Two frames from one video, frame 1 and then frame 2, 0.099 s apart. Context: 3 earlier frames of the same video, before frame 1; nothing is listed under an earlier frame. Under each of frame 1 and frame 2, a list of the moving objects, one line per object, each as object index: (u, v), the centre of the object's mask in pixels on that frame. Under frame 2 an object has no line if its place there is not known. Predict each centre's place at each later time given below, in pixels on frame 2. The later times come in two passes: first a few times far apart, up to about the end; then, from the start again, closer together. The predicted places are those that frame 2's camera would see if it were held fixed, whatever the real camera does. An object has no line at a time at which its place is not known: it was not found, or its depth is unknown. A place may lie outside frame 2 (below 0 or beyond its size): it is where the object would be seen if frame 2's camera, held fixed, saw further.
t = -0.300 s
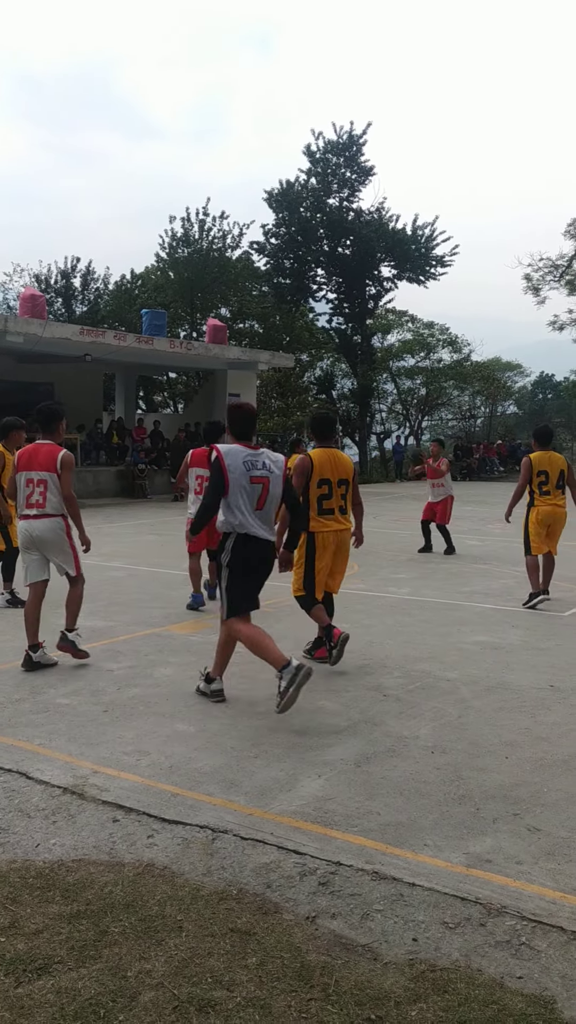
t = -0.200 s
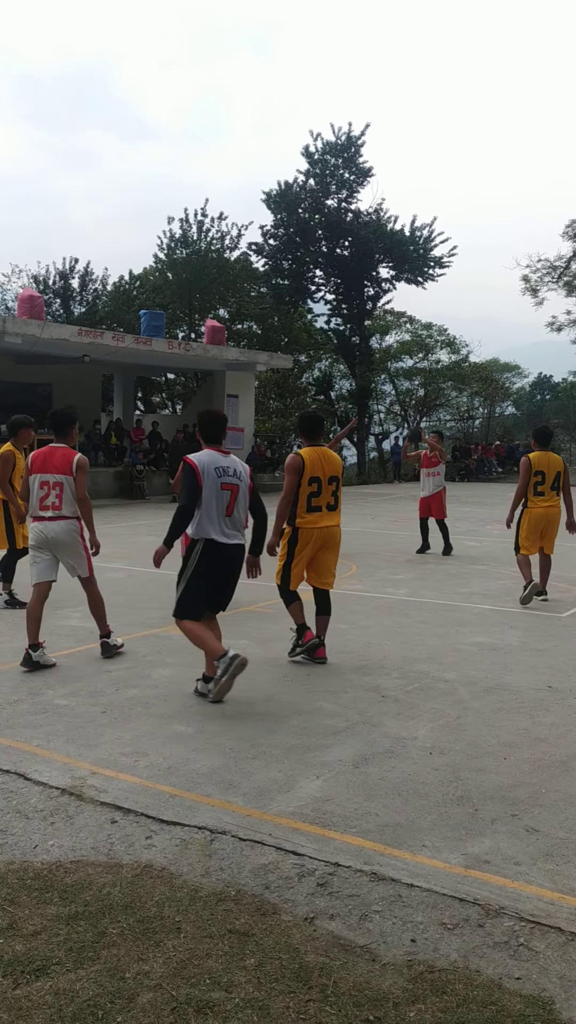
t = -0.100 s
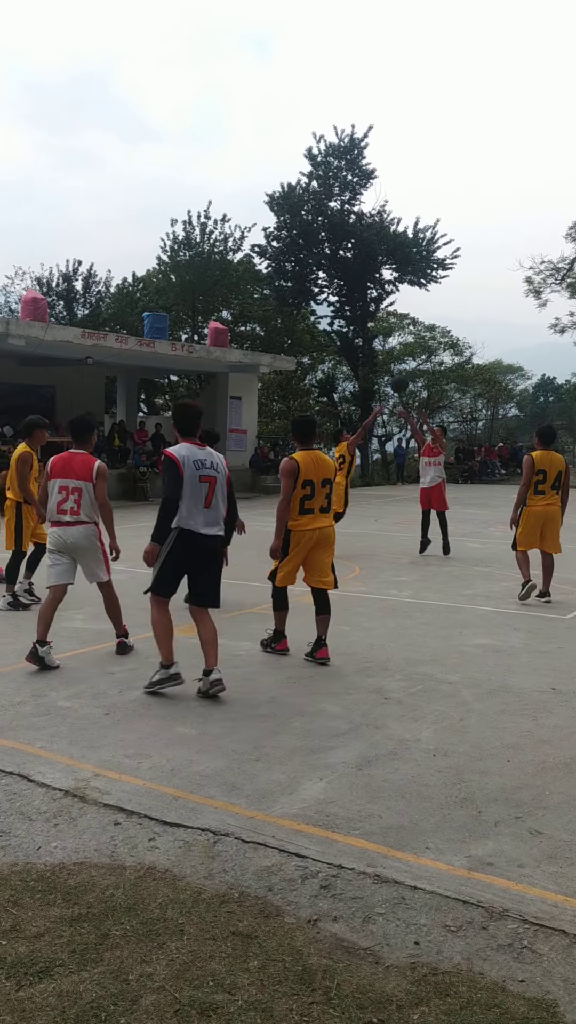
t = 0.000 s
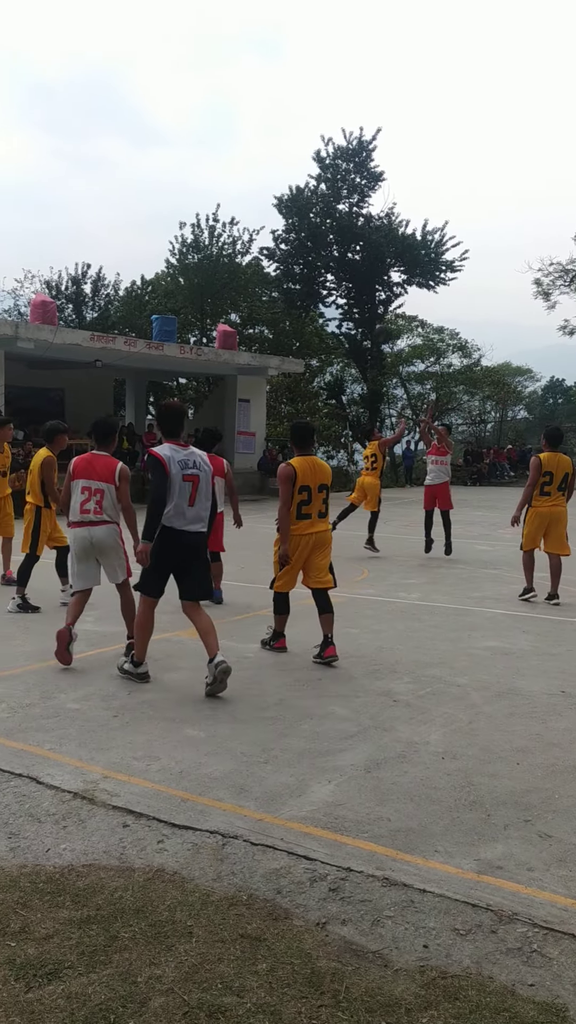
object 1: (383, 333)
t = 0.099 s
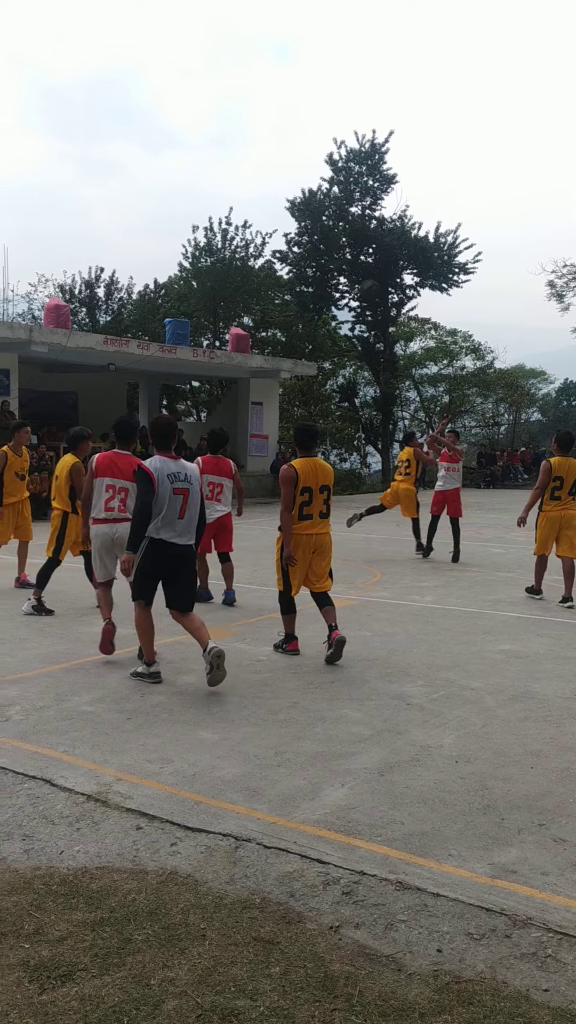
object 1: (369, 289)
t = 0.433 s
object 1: (271, 180)
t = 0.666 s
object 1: (185, 155)
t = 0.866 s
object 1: (101, 178)
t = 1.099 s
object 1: (-13, 269)
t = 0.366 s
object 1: (293, 196)
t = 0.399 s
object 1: (282, 187)
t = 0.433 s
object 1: (271, 180)
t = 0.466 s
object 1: (259, 173)
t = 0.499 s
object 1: (248, 168)
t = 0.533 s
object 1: (236, 163)
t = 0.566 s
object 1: (224, 160)
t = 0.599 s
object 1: (211, 157)
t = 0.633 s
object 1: (198, 156)
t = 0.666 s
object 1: (185, 155)
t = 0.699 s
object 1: (172, 156)
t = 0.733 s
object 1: (159, 158)
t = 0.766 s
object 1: (145, 161)
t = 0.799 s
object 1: (130, 165)
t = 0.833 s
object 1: (116, 171)
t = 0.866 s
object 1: (101, 178)
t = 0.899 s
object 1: (86, 186)
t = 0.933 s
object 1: (70, 196)
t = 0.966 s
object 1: (54, 207)
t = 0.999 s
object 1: (38, 220)
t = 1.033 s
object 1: (22, 235)
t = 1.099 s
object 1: (-13, 269)
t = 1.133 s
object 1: (-17, 280)
